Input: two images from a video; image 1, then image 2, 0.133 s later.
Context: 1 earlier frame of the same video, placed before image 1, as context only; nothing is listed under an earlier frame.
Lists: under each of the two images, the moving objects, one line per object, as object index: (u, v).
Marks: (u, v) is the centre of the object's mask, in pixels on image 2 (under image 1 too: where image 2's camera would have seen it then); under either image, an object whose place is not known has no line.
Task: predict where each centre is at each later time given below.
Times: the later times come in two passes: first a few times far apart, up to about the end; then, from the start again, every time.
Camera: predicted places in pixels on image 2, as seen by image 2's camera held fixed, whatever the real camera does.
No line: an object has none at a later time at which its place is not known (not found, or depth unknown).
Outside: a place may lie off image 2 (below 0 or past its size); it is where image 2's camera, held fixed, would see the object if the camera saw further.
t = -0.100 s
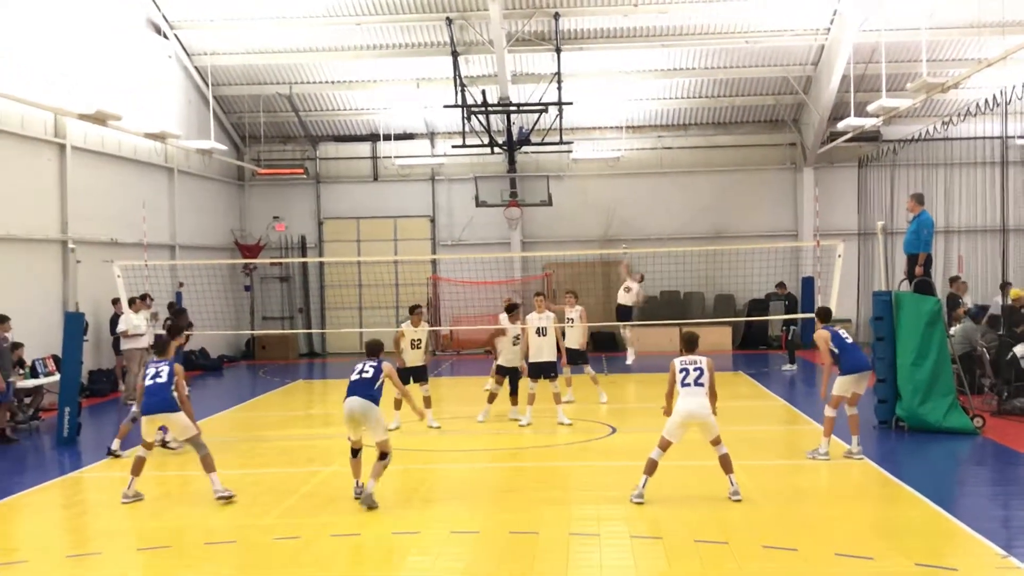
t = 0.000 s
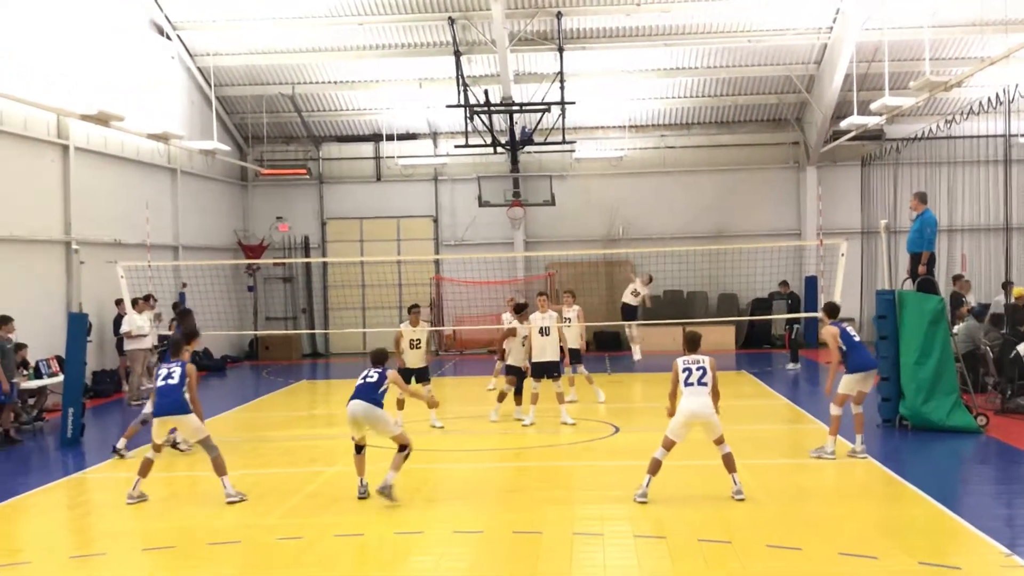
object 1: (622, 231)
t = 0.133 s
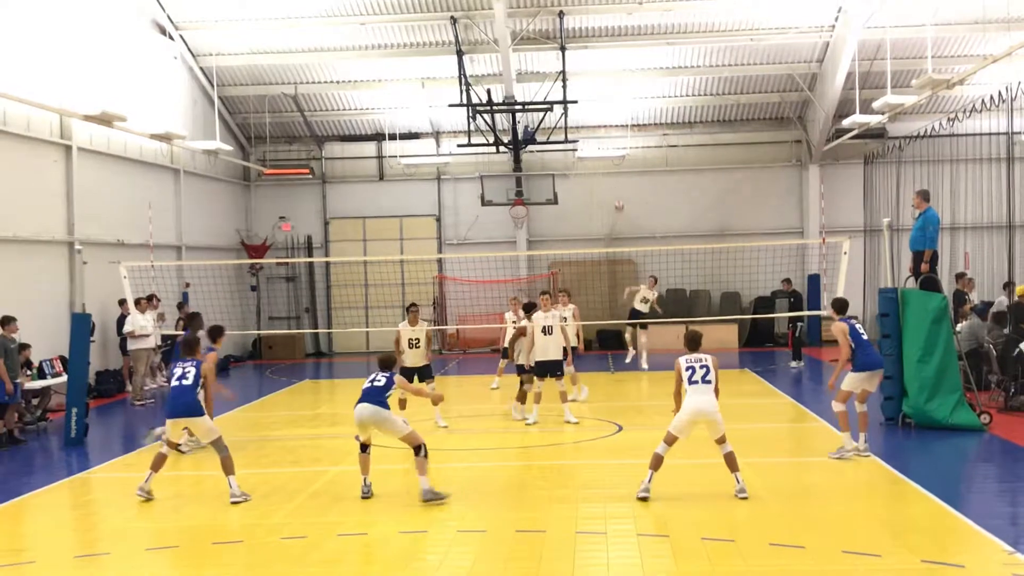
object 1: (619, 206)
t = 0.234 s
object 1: (615, 191)
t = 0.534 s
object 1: (616, 164)
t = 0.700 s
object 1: (626, 180)
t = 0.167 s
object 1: (618, 201)
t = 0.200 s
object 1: (614, 196)
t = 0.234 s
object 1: (615, 191)
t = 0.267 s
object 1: (613, 185)
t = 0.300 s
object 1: (613, 180)
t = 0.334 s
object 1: (612, 178)
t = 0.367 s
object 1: (613, 172)
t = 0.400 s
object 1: (612, 170)
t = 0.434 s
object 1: (612, 167)
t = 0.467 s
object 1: (613, 165)
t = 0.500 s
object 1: (614, 165)
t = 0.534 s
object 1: (616, 164)
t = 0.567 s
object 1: (618, 165)
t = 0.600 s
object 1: (619, 167)
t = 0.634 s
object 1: (621, 171)
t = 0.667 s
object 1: (622, 175)
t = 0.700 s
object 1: (626, 180)
